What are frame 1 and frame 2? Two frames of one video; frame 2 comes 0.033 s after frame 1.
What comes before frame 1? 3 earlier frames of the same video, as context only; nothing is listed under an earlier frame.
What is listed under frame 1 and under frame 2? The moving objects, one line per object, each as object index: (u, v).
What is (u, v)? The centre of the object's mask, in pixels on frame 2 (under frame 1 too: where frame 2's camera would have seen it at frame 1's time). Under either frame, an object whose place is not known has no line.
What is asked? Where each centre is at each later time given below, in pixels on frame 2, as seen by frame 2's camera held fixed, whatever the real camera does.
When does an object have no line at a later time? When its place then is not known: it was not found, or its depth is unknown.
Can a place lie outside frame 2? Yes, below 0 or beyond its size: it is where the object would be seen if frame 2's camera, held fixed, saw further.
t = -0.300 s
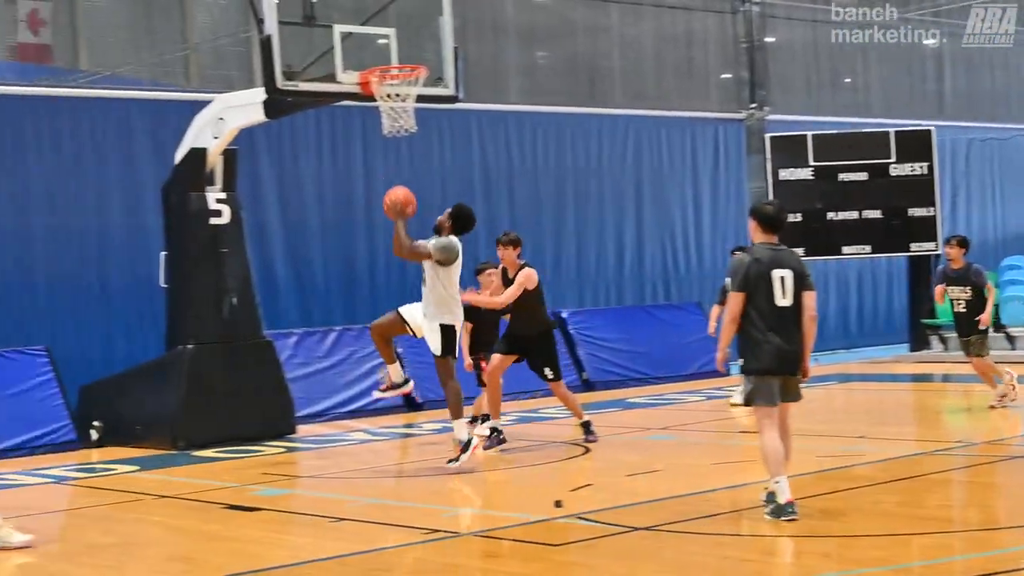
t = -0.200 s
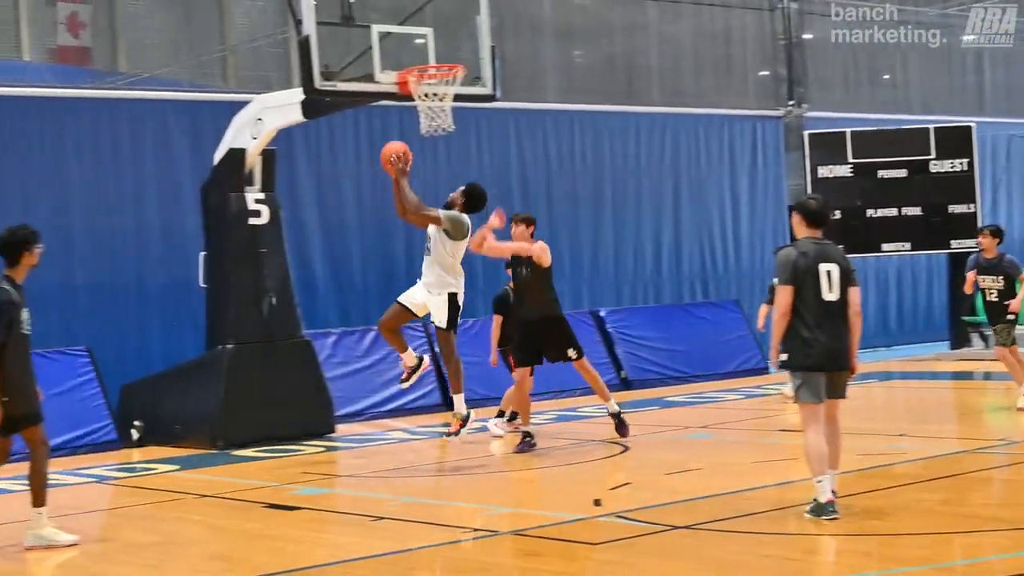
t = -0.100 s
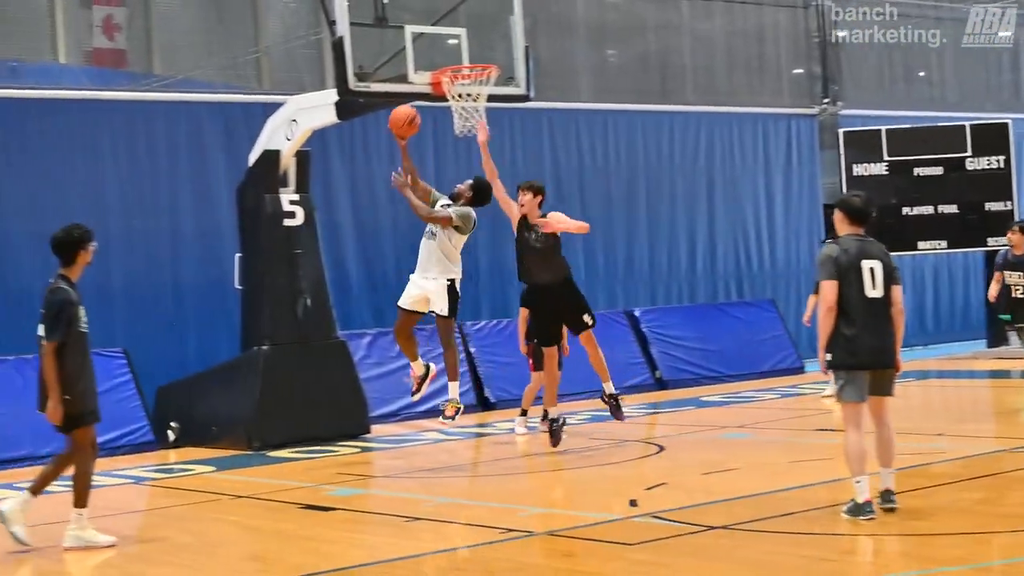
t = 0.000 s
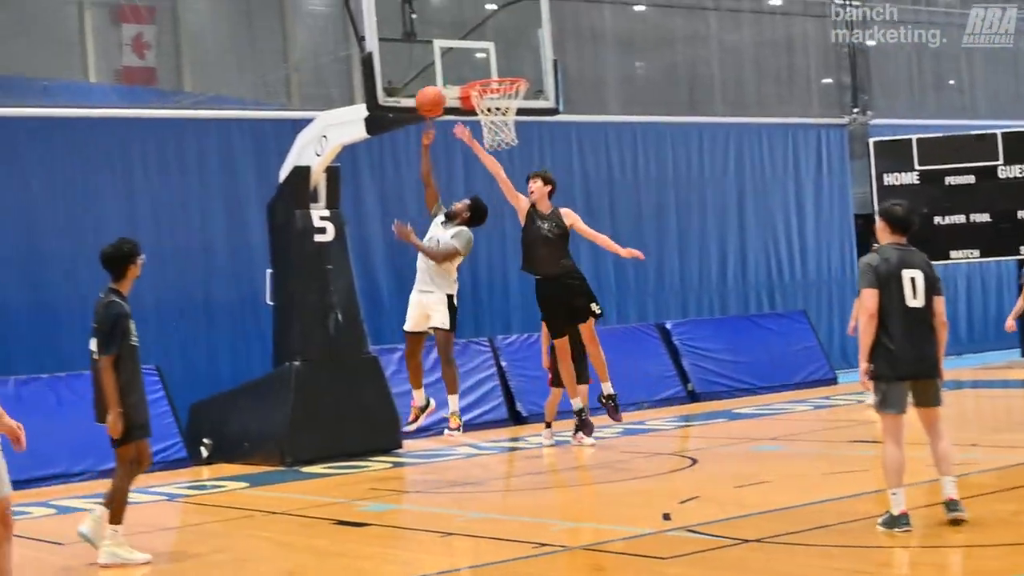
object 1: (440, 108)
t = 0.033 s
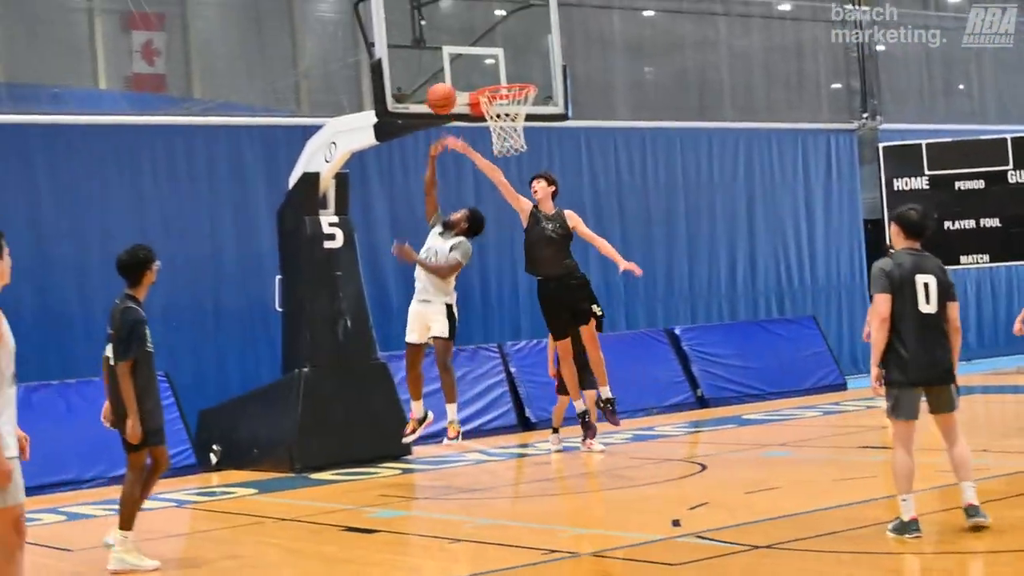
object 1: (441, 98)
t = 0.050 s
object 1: (442, 94)
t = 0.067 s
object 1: (442, 90)
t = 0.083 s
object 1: (443, 87)
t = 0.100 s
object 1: (444, 83)
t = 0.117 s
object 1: (444, 81)
